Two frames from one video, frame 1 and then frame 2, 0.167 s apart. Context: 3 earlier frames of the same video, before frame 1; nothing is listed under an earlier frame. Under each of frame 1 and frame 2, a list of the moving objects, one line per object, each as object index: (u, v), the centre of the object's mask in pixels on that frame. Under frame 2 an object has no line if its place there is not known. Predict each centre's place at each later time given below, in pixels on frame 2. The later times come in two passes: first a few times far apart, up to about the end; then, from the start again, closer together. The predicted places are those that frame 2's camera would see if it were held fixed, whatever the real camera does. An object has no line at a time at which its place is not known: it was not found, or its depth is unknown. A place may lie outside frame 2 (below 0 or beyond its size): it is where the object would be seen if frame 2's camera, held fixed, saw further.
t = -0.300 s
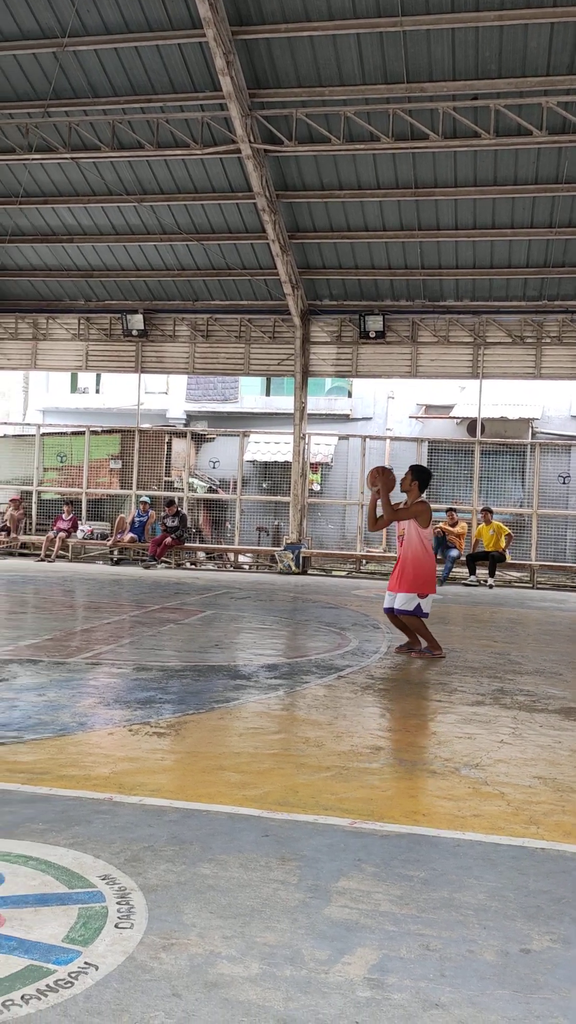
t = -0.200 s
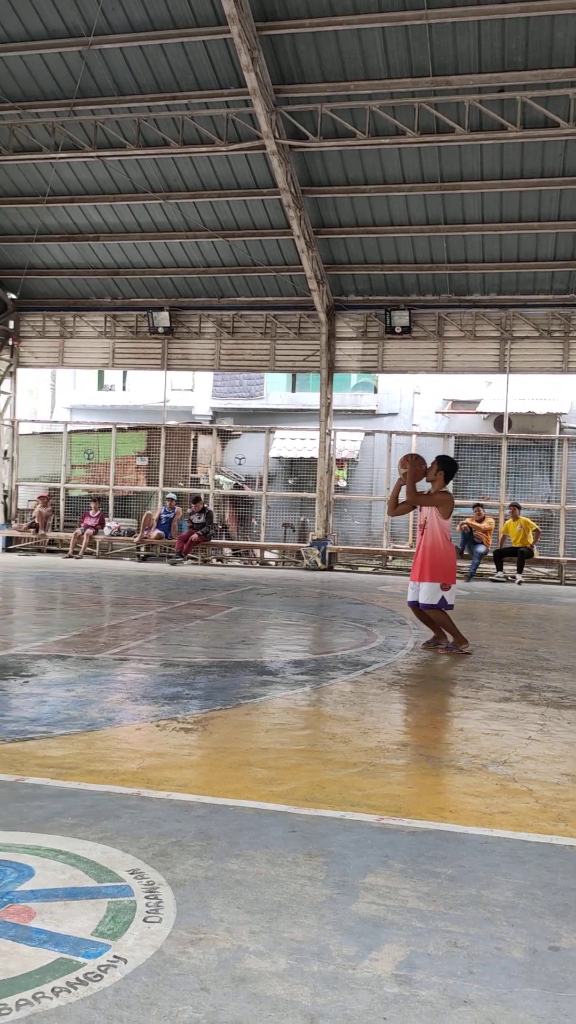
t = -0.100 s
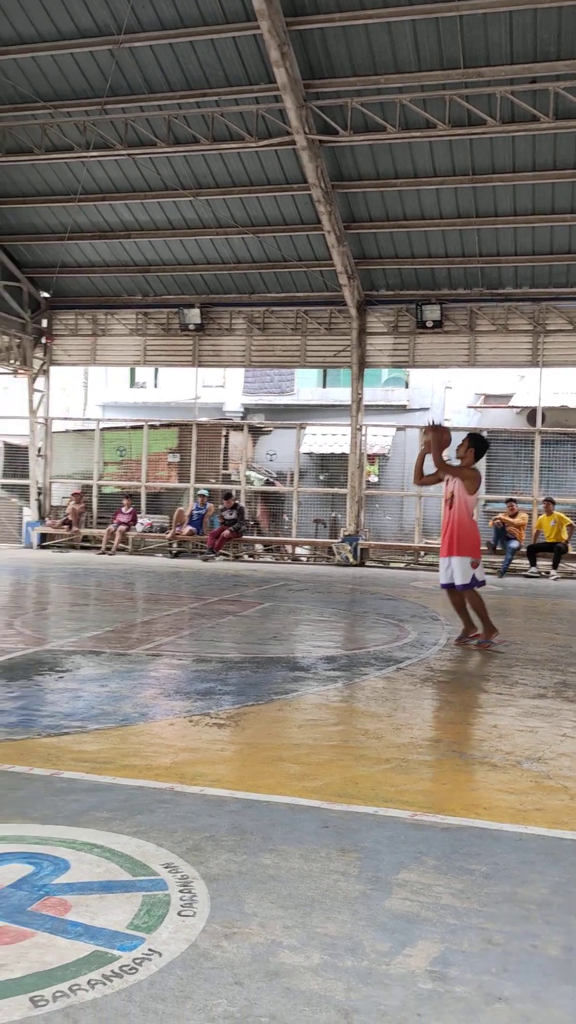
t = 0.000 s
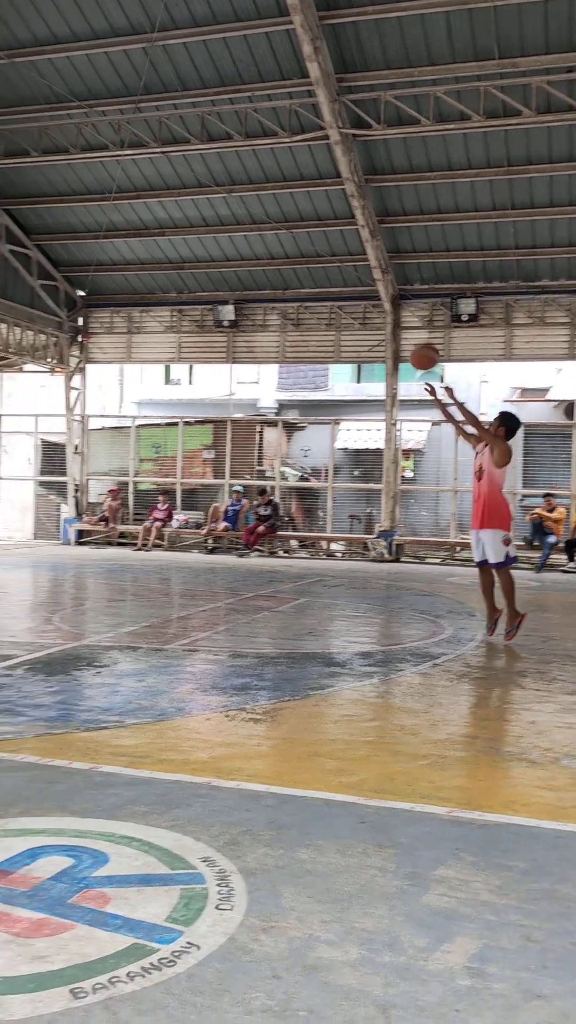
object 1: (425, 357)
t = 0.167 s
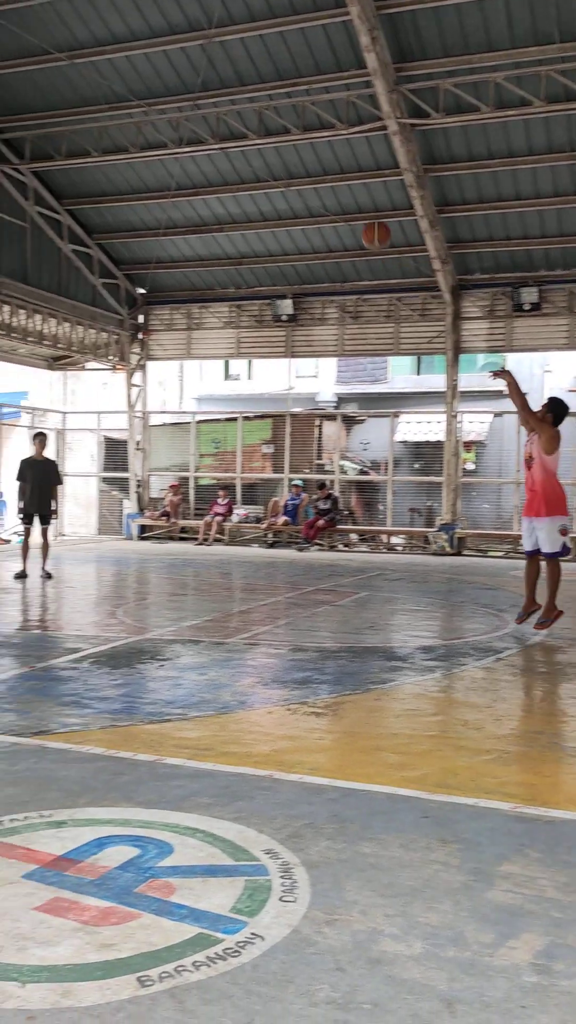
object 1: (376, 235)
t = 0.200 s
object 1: (355, 218)
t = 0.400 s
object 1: (238, 147)
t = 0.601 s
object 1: (134, 126)
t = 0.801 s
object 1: (37, 147)
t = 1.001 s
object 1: (-49, 208)
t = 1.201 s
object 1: (-121, 296)
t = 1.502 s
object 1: (-90, 437)
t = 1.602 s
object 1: (-82, 496)
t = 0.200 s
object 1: (355, 218)
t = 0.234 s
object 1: (335, 202)
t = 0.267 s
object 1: (315, 189)
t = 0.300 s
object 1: (295, 175)
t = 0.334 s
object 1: (276, 165)
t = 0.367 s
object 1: (257, 155)
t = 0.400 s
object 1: (238, 147)
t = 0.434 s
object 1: (221, 140)
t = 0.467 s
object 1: (203, 134)
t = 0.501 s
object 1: (185, 130)
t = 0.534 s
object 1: (167, 127)
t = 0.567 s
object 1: (150, 125)
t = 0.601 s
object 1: (134, 126)
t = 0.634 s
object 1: (117, 126)
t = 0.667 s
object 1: (100, 129)
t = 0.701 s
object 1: (84, 132)
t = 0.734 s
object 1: (68, 137)
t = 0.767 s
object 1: (53, 141)
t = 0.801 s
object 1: (37, 147)
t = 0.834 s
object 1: (22, 153)
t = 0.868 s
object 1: (8, 163)
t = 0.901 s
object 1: (-7, 173)
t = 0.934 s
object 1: (-22, 184)
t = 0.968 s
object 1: (-36, 196)
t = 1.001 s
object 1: (-49, 208)
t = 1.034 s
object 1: (-63, 221)
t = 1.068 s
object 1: (-77, 235)
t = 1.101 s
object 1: (-90, 249)
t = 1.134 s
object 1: (-103, 265)
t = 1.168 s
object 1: (-118, 282)
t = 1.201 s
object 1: (-121, 296)
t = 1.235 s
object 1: (-117, 311)
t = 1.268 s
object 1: (-114, 325)
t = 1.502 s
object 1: (-90, 437)
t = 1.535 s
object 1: (-87, 456)
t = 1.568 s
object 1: (-85, 475)
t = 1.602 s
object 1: (-82, 496)
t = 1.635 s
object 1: (-79, 518)
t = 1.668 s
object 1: (-77, 540)
